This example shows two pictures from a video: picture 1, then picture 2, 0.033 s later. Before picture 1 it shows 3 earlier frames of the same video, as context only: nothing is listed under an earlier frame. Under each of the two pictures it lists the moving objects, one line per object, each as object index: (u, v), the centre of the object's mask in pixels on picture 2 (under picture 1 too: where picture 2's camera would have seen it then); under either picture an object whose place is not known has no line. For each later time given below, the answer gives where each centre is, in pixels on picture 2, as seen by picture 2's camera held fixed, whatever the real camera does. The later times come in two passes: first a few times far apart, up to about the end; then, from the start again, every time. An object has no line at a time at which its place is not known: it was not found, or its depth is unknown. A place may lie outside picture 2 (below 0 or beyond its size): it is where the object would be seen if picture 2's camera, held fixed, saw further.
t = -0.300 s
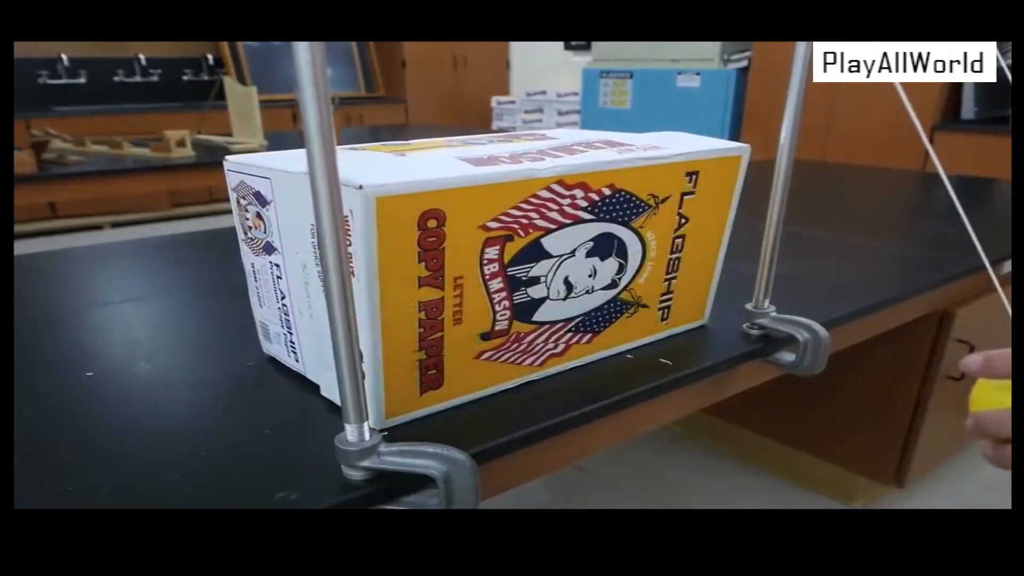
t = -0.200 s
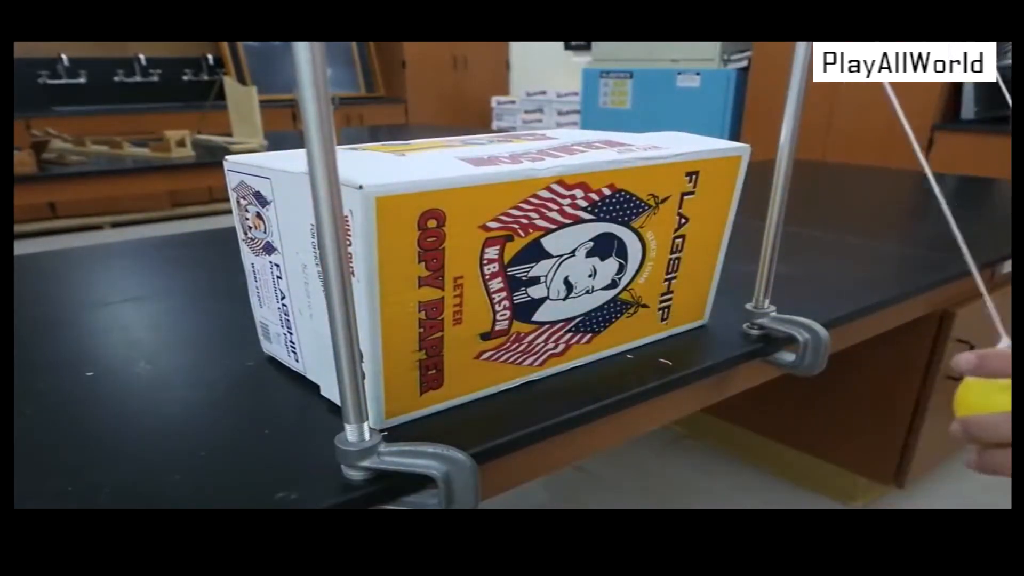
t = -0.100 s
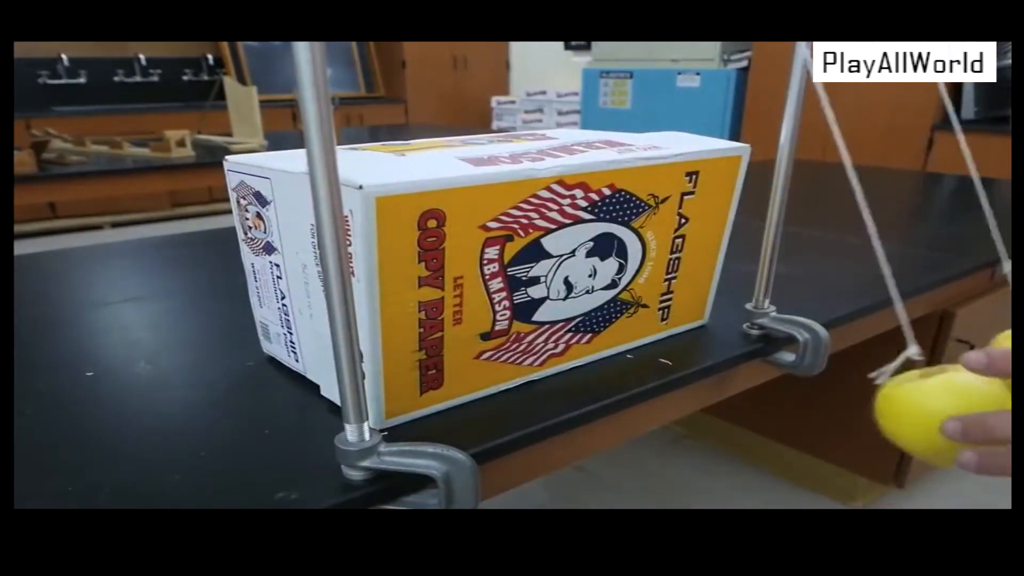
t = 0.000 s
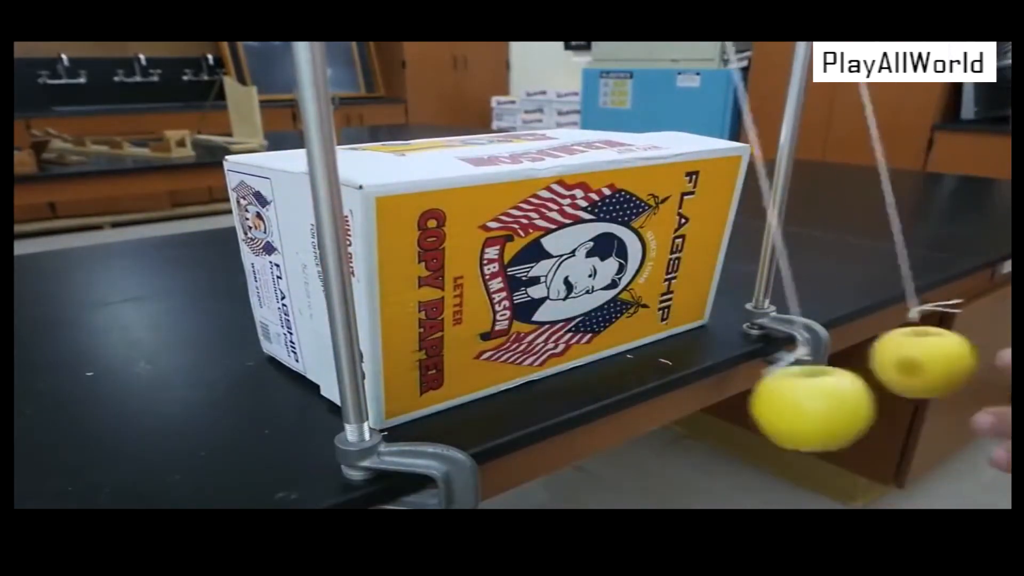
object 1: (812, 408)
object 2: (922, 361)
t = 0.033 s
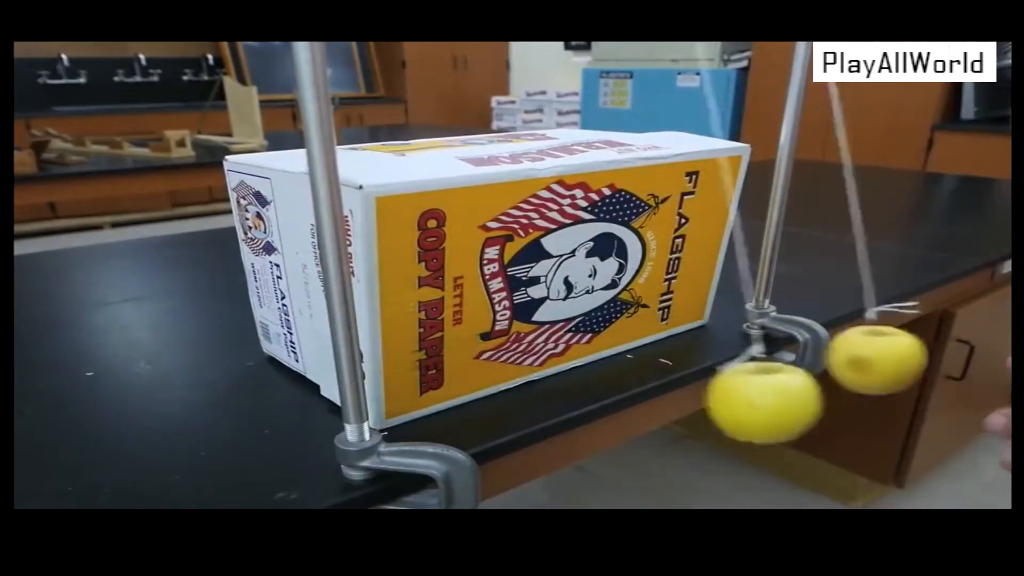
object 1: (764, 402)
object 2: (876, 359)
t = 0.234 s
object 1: (535, 350)
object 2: (630, 321)
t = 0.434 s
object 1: (528, 338)
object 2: (601, 321)
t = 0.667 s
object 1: (525, 333)
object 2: (591, 322)
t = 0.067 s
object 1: (716, 395)
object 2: (829, 356)
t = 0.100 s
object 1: (670, 387)
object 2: (782, 351)
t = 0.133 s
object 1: (627, 377)
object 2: (737, 344)
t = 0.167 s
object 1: (587, 367)
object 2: (697, 337)
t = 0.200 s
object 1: (549, 354)
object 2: (657, 327)
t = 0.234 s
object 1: (535, 350)
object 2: (630, 321)
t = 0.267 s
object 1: (534, 345)
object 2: (624, 319)
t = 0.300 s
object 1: (533, 345)
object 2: (620, 319)
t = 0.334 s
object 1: (532, 343)
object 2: (614, 322)
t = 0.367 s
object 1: (531, 342)
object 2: (609, 320)
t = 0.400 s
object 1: (529, 341)
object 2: (605, 322)
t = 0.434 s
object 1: (528, 338)
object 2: (601, 321)
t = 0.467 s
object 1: (528, 338)
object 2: (598, 321)
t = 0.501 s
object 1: (527, 337)
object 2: (595, 321)
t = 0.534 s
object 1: (527, 336)
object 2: (593, 321)
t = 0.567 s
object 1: (526, 334)
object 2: (592, 321)
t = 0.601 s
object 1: (526, 334)
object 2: (591, 322)
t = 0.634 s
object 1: (525, 334)
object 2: (591, 322)
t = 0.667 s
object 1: (525, 333)
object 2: (591, 322)
